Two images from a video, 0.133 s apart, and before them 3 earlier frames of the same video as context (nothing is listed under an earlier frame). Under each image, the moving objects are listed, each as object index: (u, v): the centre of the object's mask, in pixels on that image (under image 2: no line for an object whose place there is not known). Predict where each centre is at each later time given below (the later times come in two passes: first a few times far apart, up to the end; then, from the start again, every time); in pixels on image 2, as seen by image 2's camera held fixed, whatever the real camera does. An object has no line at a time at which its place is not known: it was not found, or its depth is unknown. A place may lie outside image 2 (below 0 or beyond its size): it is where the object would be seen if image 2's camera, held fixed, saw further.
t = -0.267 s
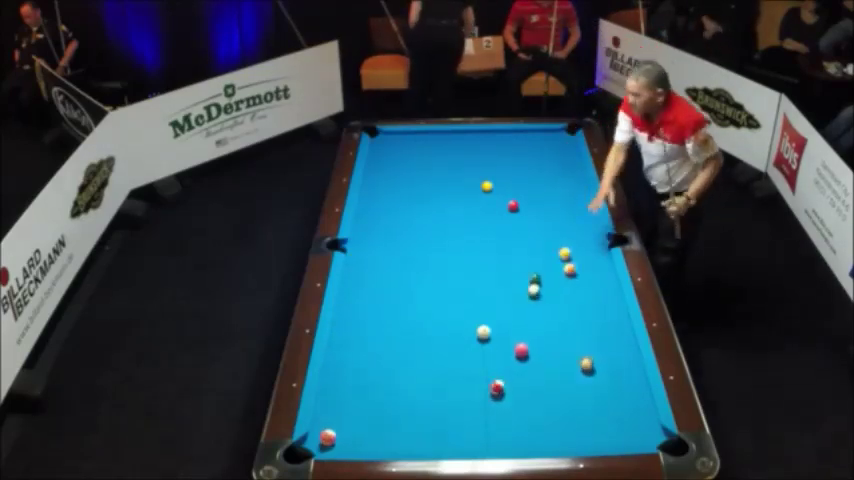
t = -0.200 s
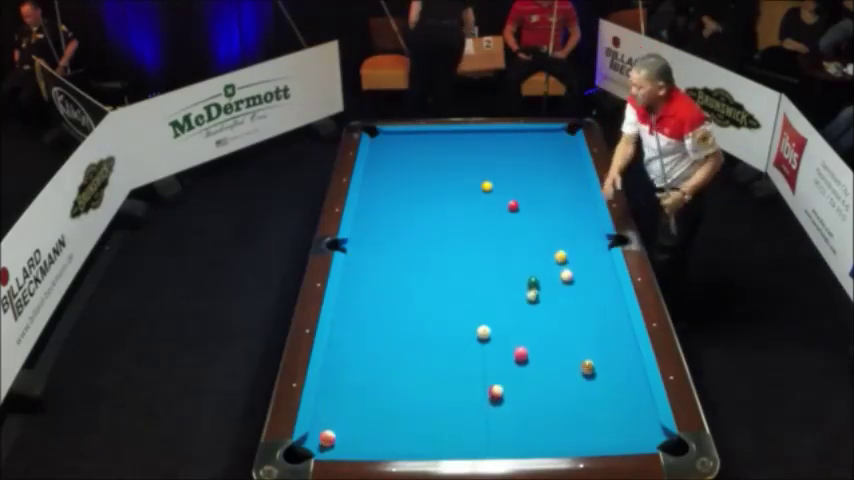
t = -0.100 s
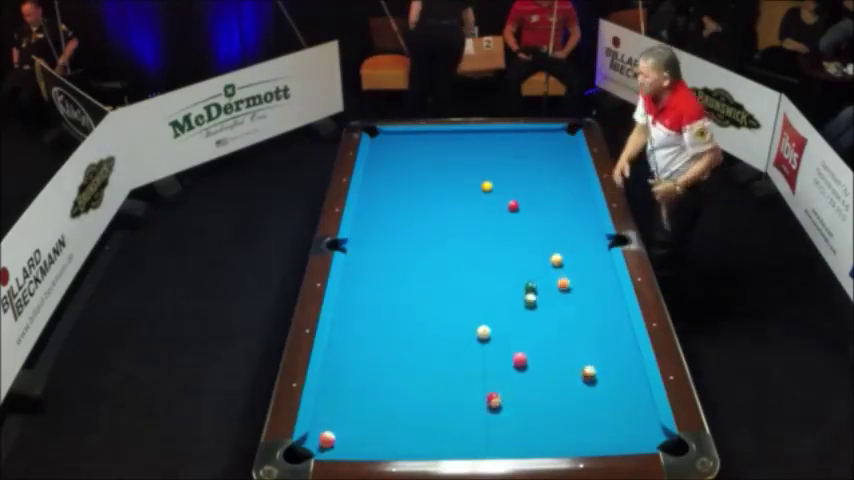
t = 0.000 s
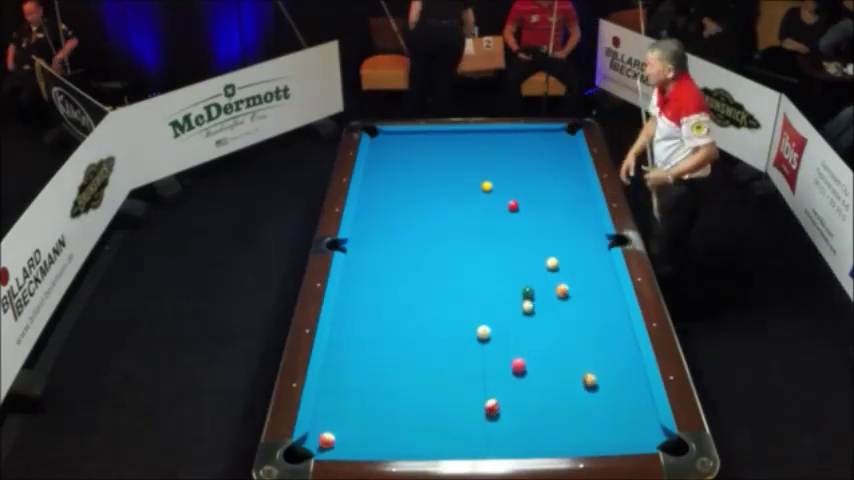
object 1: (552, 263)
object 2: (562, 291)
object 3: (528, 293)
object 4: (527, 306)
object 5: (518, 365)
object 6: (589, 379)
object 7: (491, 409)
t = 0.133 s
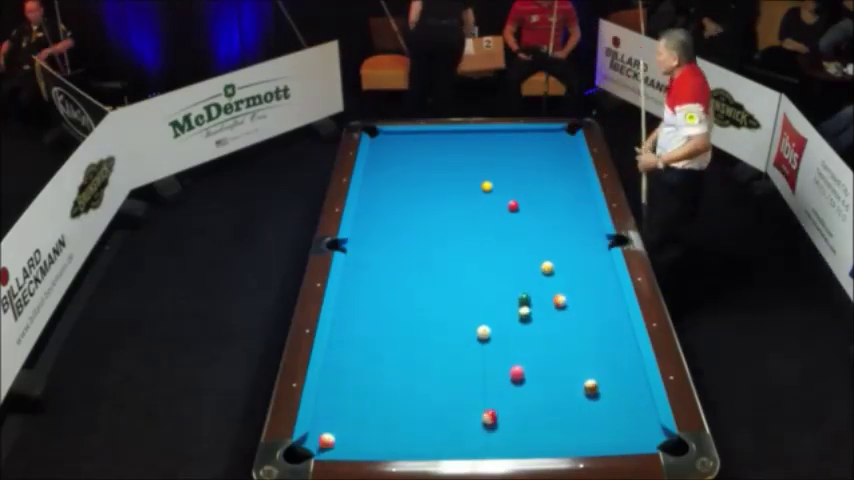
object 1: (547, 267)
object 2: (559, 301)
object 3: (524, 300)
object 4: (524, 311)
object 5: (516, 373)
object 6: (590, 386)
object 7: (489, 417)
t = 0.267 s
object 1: (541, 271)
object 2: (557, 310)
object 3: (520, 307)
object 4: (521, 321)
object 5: (515, 380)
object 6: (592, 395)
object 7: (486, 427)
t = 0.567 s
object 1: (530, 281)
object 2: (552, 332)
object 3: (513, 321)
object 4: (514, 337)
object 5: (511, 396)
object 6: (595, 411)
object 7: (481, 442)
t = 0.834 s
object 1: (520, 289)
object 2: (546, 352)
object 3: (506, 334)
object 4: (508, 352)
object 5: (508, 410)
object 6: (597, 425)
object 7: (478, 436)
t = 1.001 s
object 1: (514, 294)
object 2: (544, 364)
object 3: (501, 342)
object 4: (504, 362)
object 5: (506, 418)
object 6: (599, 434)
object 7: (475, 431)
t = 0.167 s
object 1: (545, 268)
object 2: (559, 303)
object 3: (523, 301)
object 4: (523, 314)
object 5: (516, 375)
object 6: (591, 388)
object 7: (489, 419)
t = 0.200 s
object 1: (544, 269)
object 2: (558, 305)
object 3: (522, 304)
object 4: (522, 317)
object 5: (515, 376)
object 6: (591, 390)
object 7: (488, 423)
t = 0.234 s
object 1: (542, 270)
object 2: (558, 308)
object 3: (522, 305)
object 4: (522, 319)
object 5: (515, 378)
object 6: (591, 392)
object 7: (487, 426)
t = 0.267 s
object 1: (541, 271)
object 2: (557, 310)
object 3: (520, 307)
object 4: (521, 321)
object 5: (515, 380)
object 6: (592, 395)
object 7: (486, 427)
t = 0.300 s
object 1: (540, 272)
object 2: (557, 313)
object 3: (520, 308)
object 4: (521, 323)
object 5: (514, 382)
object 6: (592, 397)
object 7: (486, 429)
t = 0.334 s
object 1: (539, 274)
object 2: (556, 315)
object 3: (519, 309)
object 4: (520, 324)
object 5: (514, 384)
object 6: (593, 398)
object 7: (486, 431)
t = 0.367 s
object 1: (538, 275)
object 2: (555, 317)
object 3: (518, 312)
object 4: (519, 326)
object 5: (514, 386)
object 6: (593, 400)
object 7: (485, 434)
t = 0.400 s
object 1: (536, 276)
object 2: (555, 320)
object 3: (517, 313)
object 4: (518, 327)
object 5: (513, 387)
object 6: (593, 402)
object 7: (484, 436)
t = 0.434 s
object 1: (535, 276)
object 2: (554, 322)
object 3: (516, 315)
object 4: (517, 330)
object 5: (513, 389)
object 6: (593, 403)
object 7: (484, 439)
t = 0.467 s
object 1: (533, 278)
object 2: (553, 325)
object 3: (515, 317)
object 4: (516, 332)
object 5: (512, 391)
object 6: (594, 405)
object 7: (483, 440)
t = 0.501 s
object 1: (532, 279)
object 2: (553, 327)
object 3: (514, 318)
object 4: (515, 334)
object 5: (512, 393)
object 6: (594, 406)
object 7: (482, 442)
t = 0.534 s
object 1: (531, 280)
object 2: (552, 330)
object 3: (513, 320)
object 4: (515, 336)
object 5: (511, 394)
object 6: (595, 409)
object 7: (482, 443)
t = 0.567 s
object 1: (530, 281)
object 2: (552, 332)
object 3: (513, 321)
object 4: (514, 337)
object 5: (511, 396)
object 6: (595, 411)
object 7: (481, 442)
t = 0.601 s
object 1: (529, 282)
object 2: (551, 334)
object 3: (512, 324)
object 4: (513, 339)
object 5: (511, 398)
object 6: (595, 413)
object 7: (481, 442)
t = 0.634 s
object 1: (527, 283)
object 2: (551, 337)
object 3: (511, 325)
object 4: (512, 340)
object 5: (510, 400)
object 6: (596, 415)
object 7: (480, 441)
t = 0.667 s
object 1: (526, 284)
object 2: (550, 340)
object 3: (510, 327)
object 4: (511, 342)
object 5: (510, 402)
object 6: (595, 417)
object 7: (480, 440)
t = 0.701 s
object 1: (525, 285)
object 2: (549, 342)
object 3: (509, 329)
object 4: (510, 345)
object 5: (510, 403)
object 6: (596, 418)
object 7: (479, 439)
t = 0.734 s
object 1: (524, 286)
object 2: (549, 345)
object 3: (509, 330)
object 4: (510, 347)
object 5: (509, 405)
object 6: (596, 420)
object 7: (479, 439)
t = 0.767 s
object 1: (522, 287)
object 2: (548, 347)
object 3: (507, 332)
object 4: (509, 349)
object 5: (509, 406)
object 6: (596, 421)
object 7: (479, 438)
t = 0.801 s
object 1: (521, 288)
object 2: (547, 349)
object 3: (506, 333)
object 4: (508, 350)
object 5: (508, 408)
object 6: (597, 423)
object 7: (478, 437)
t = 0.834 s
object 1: (520, 289)
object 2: (546, 352)
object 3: (506, 334)
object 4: (508, 352)
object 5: (508, 410)
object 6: (597, 425)
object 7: (478, 436)
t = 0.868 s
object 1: (519, 290)
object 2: (546, 355)
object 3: (505, 336)
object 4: (507, 354)
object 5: (508, 412)
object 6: (598, 427)
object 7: (477, 435)
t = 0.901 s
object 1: (518, 291)
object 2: (546, 357)
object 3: (504, 338)
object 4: (506, 355)
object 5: (507, 413)
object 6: (598, 429)
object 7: (476, 434)
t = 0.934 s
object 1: (516, 292)
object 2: (545, 360)
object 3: (503, 339)
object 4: (506, 357)
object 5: (507, 415)
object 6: (598, 431)
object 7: (476, 432)
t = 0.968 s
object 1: (515, 293)
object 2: (544, 362)
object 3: (502, 341)
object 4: (505, 359)
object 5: (507, 417)
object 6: (599, 433)
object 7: (475, 432)
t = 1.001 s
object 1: (514, 294)
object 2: (544, 364)
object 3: (501, 342)
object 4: (504, 362)
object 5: (506, 418)
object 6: (599, 434)
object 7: (475, 431)
